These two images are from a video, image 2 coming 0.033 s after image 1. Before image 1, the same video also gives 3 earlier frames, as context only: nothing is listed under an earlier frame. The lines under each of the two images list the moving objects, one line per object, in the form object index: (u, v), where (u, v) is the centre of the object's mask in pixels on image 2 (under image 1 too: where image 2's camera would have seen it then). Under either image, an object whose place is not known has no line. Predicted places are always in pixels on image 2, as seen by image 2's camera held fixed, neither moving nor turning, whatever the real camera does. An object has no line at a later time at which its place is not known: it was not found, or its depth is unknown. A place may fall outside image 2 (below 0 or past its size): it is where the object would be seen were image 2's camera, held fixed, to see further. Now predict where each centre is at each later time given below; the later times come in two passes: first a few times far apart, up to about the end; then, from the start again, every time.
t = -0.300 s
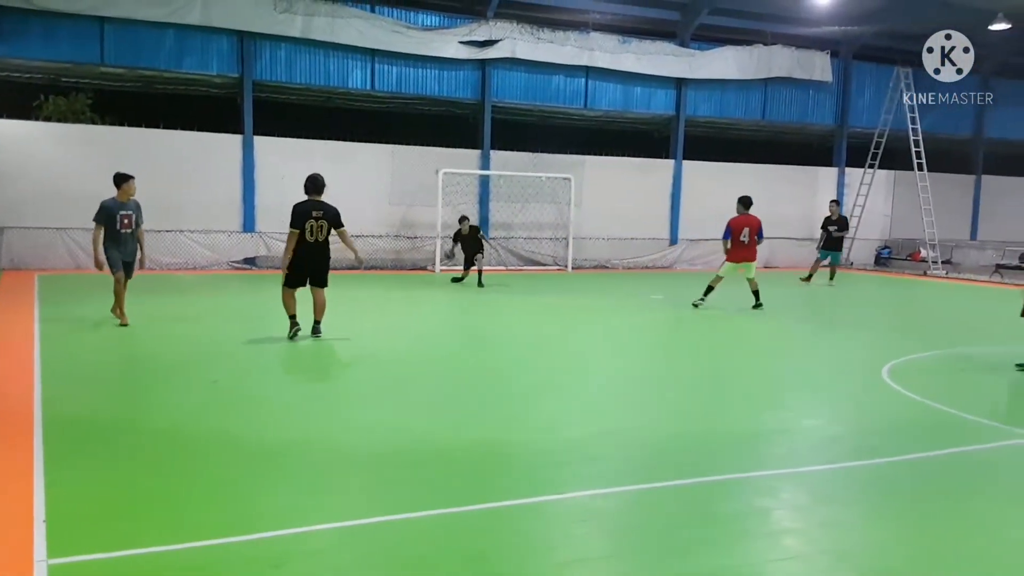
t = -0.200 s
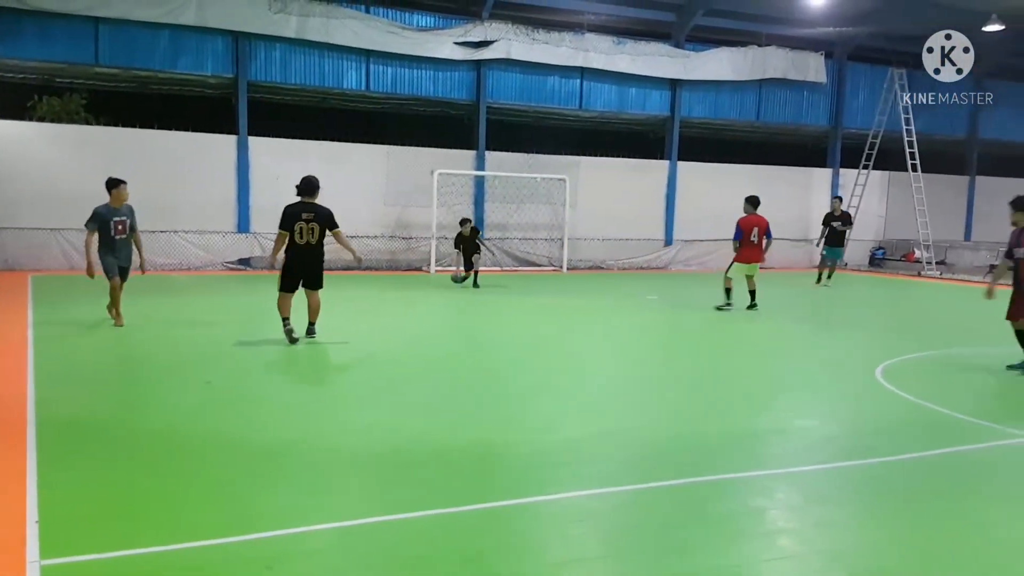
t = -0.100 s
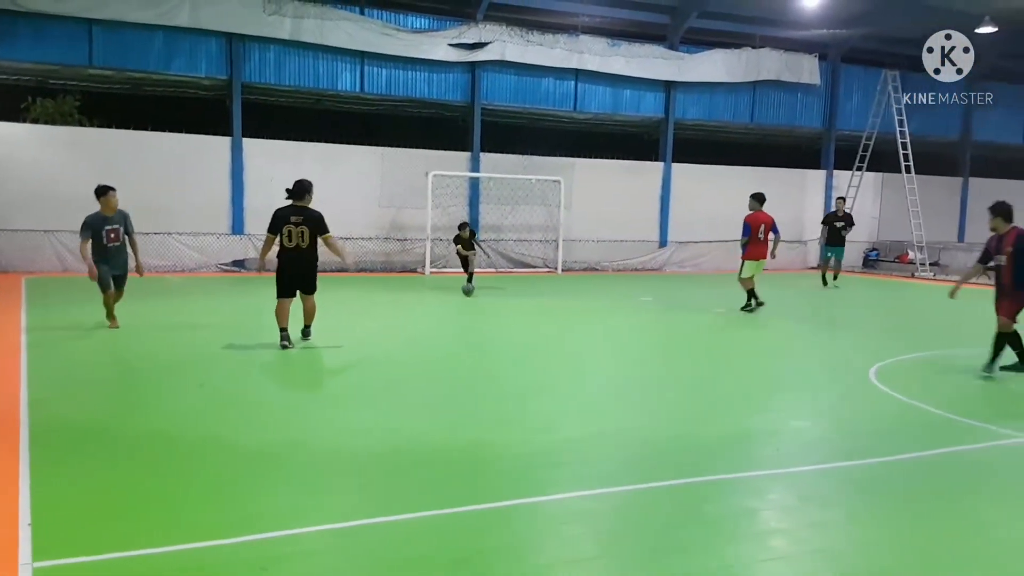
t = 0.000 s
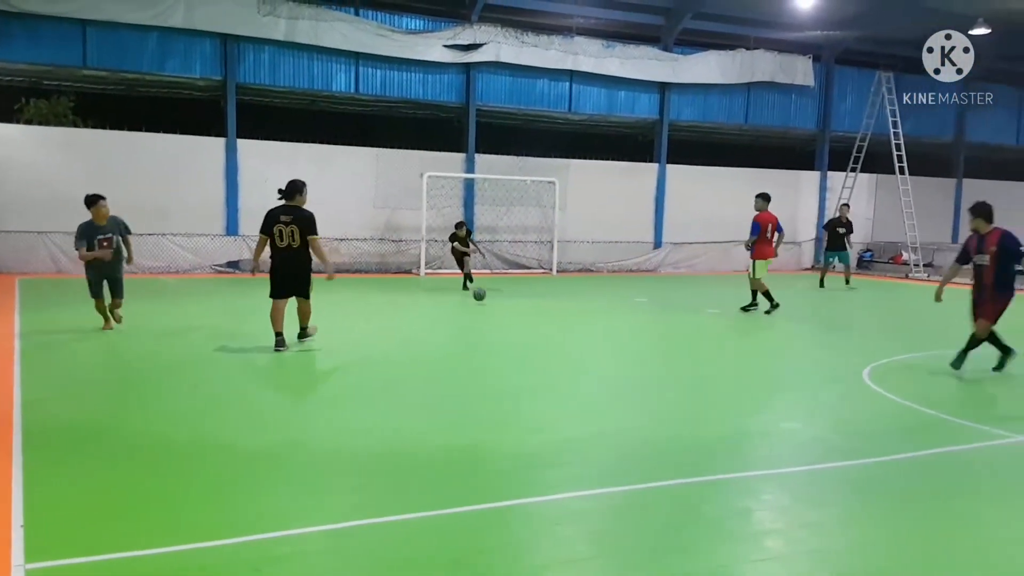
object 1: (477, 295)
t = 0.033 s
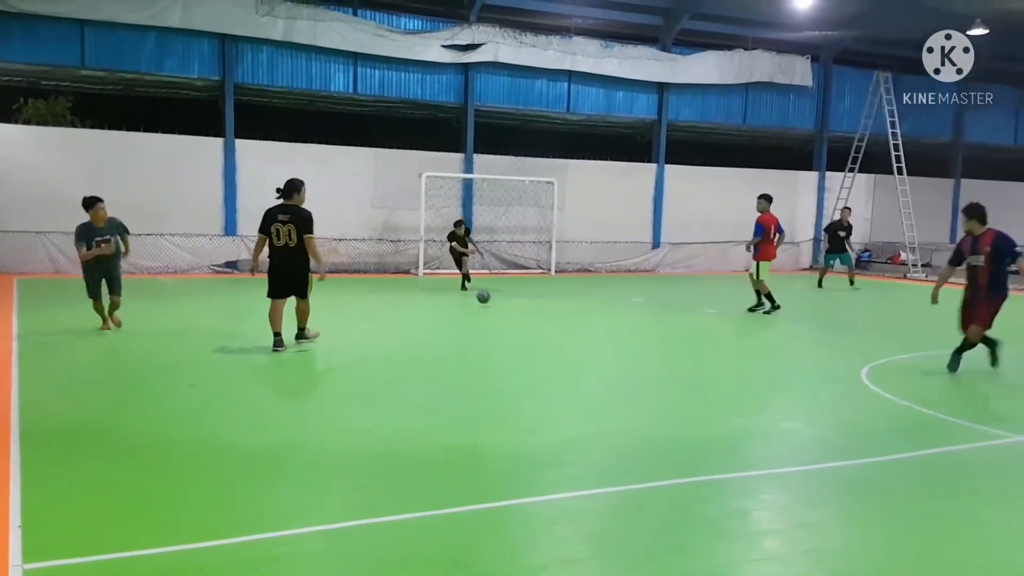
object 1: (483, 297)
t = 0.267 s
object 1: (528, 319)
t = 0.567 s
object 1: (597, 353)
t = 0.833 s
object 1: (697, 404)
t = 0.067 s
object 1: (489, 300)
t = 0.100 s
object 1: (496, 304)
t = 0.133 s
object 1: (502, 308)
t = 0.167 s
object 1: (508, 309)
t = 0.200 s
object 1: (515, 311)
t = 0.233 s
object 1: (521, 315)
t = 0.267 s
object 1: (528, 319)
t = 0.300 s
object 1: (535, 323)
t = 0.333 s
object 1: (542, 324)
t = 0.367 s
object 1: (549, 327)
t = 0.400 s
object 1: (556, 331)
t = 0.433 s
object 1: (563, 335)
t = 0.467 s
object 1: (571, 341)
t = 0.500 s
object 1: (579, 344)
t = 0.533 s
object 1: (588, 347)
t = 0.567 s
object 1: (597, 353)
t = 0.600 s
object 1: (607, 359)
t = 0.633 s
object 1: (617, 363)
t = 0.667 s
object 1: (628, 368)
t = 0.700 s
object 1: (640, 375)
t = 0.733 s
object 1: (652, 380)
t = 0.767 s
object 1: (666, 387)
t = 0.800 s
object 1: (681, 395)
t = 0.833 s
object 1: (697, 404)
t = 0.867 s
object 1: (714, 412)
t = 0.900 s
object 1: (732, 421)
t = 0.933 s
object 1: (752, 431)
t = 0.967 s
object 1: (775, 442)
